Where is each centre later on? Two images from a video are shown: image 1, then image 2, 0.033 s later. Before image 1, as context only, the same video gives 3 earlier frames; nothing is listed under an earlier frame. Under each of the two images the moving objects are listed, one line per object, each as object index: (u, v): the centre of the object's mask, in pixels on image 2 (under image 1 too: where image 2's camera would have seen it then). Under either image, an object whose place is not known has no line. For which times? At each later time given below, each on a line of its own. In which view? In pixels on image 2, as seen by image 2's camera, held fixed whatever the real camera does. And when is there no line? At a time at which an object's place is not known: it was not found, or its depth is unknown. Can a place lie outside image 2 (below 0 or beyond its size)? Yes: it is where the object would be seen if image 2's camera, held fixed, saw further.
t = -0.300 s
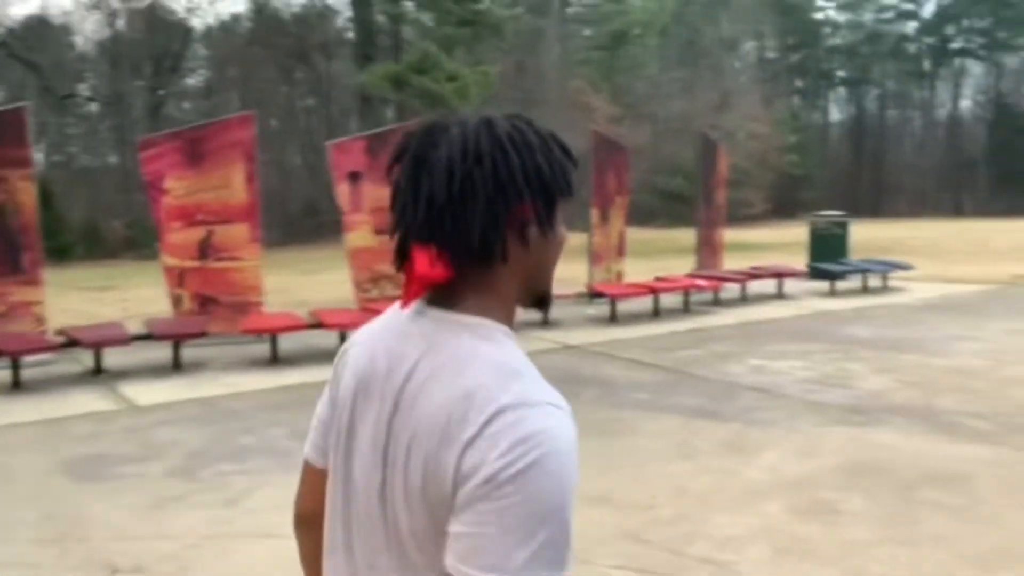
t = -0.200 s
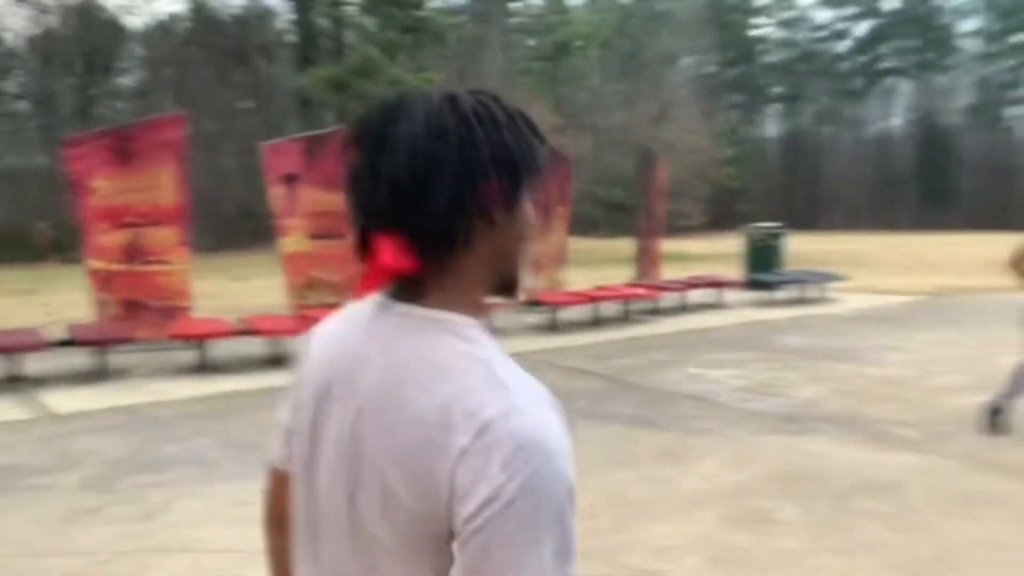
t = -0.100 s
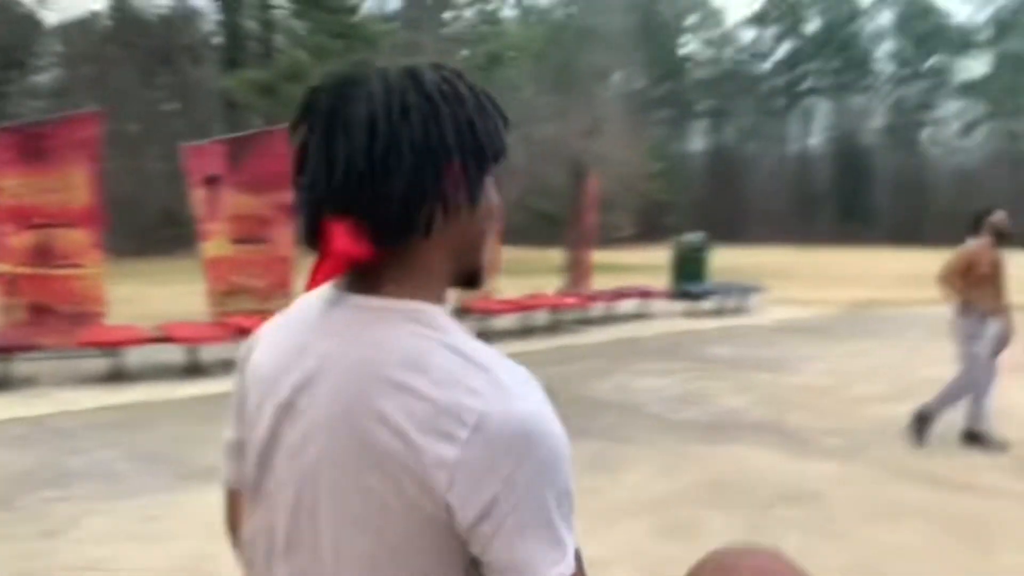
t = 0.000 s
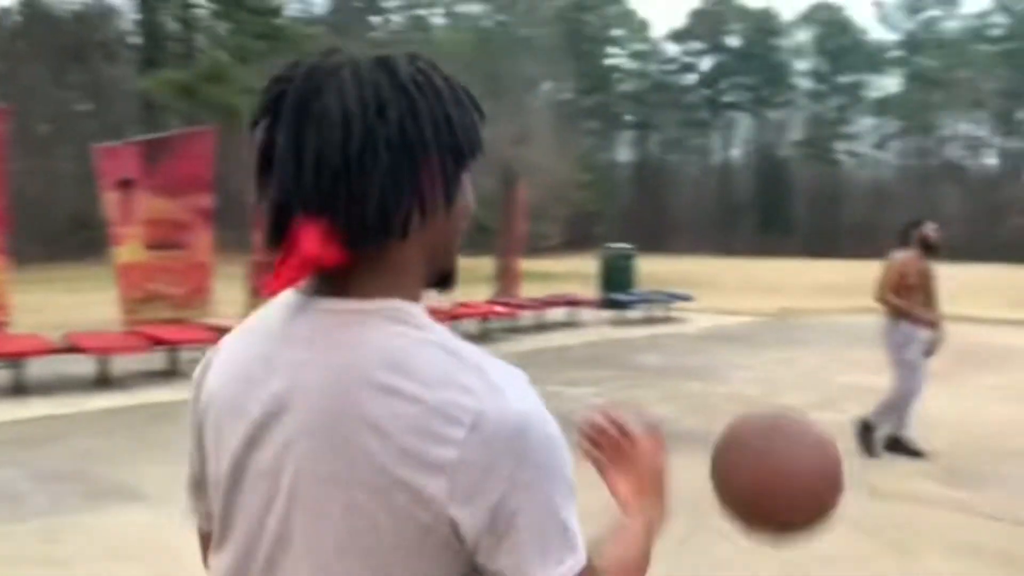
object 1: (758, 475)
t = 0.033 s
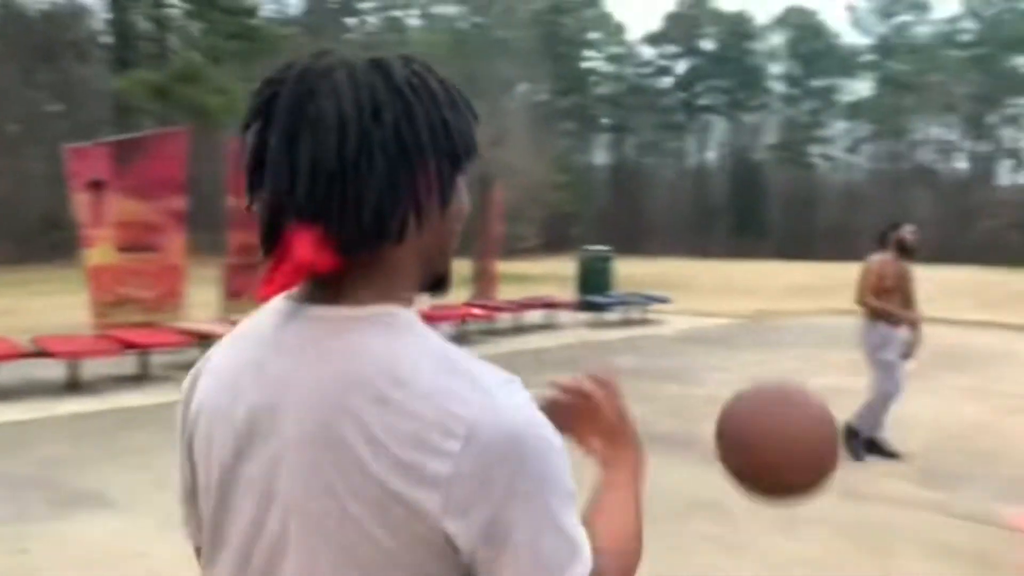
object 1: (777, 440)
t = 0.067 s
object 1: (795, 413)
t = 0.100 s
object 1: (810, 396)
